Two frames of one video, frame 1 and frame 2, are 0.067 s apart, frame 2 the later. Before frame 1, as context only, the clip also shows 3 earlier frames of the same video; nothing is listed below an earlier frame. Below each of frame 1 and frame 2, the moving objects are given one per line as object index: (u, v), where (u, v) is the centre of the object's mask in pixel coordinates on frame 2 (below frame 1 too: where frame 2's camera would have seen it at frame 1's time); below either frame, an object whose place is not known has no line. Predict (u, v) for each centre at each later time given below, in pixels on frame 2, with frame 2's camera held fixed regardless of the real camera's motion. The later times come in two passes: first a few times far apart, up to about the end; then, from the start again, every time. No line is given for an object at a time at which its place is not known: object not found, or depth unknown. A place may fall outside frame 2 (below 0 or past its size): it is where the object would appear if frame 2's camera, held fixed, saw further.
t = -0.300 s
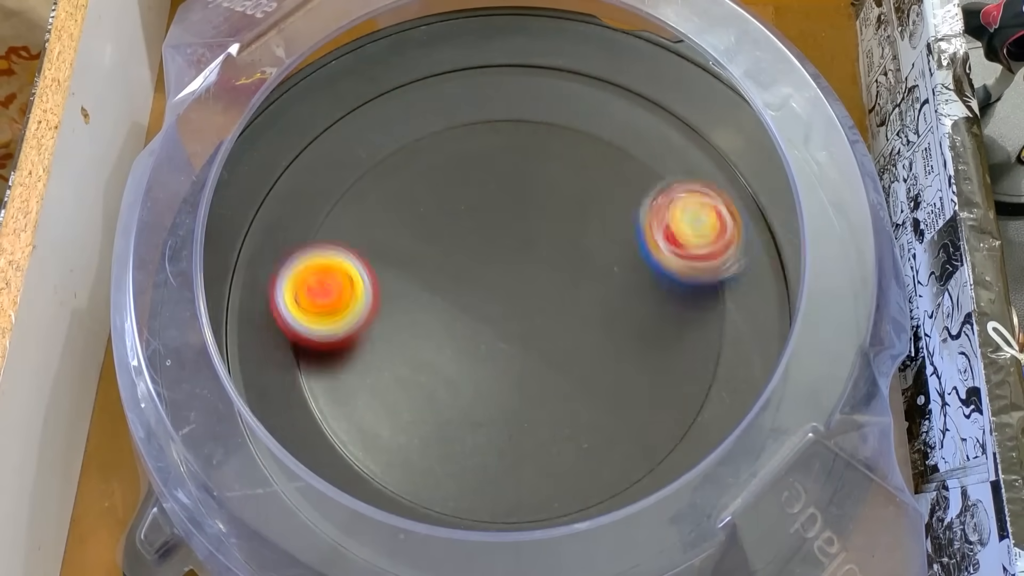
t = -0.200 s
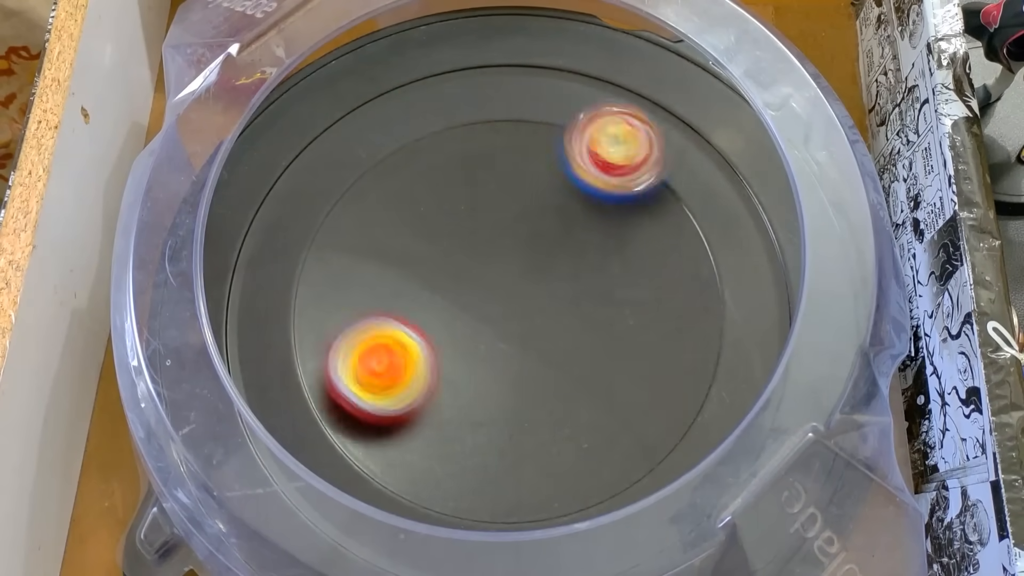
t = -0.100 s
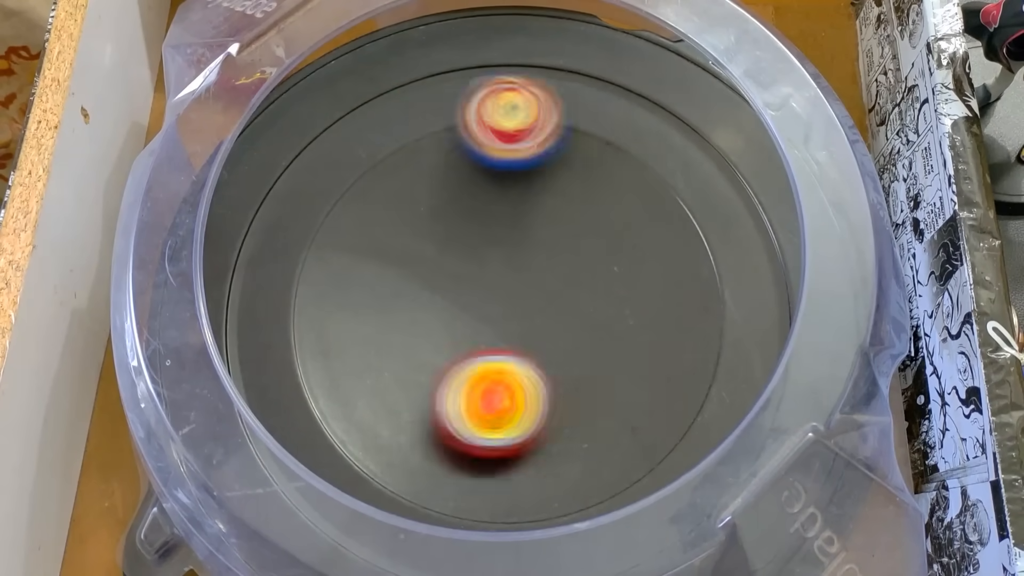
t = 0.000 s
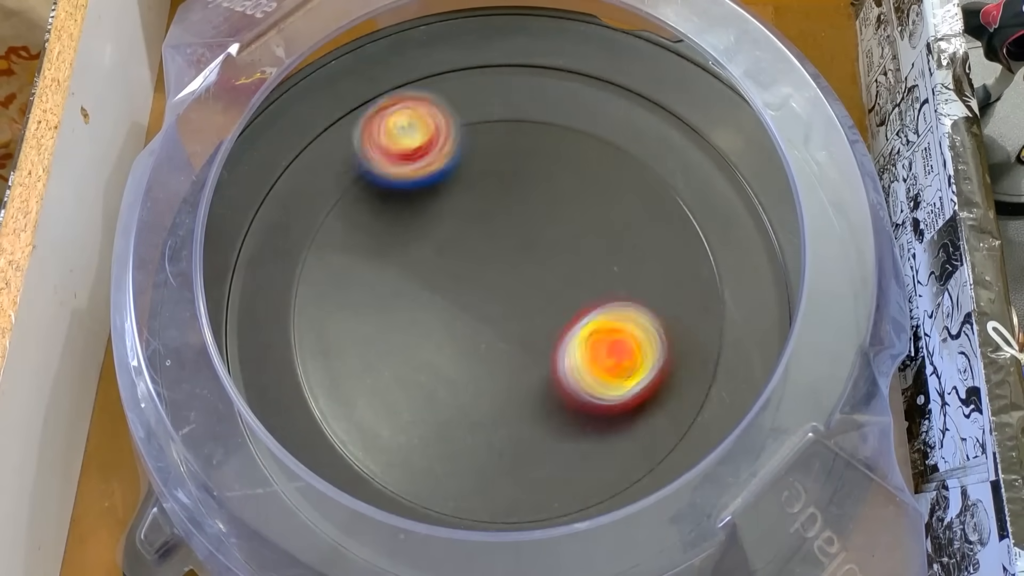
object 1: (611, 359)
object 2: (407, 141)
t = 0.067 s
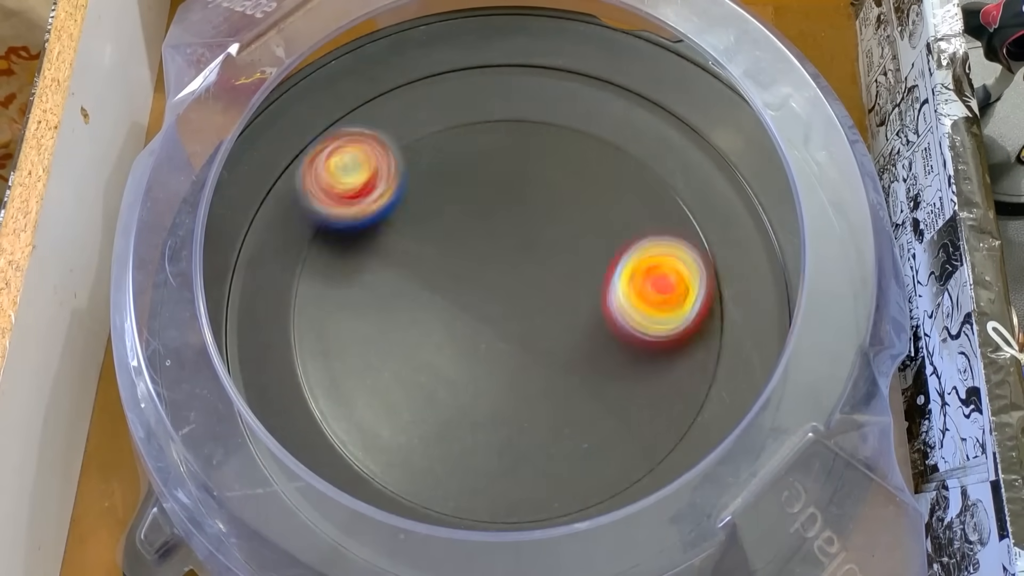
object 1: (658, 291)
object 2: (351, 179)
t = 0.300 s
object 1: (596, 100)
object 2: (319, 406)
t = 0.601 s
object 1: (576, 82)
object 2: (629, 442)
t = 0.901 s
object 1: (533, 66)
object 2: (639, 189)
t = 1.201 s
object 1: (249, 124)
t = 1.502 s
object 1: (248, 144)
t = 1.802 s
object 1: (302, 208)
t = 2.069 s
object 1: (407, 351)
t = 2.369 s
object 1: (574, 268)
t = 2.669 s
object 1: (576, 154)
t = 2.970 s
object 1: (543, 208)
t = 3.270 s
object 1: (561, 360)
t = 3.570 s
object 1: (412, 297)
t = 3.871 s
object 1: (306, 336)
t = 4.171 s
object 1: (430, 470)
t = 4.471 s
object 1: (582, 382)
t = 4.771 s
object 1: (581, 202)
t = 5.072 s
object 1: (470, 172)
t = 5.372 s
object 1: (352, 222)
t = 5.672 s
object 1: (298, 263)
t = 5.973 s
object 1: (389, 344)
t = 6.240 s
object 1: (364, 391)
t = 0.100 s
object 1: (667, 254)
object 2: (326, 207)
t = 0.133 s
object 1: (667, 219)
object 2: (308, 235)
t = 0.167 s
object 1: (660, 186)
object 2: (299, 269)
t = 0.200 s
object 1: (645, 156)
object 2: (294, 302)
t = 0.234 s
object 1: (625, 133)
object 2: (295, 341)
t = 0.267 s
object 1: (609, 114)
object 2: (302, 375)
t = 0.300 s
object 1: (596, 100)
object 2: (319, 406)
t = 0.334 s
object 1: (586, 93)
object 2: (342, 434)
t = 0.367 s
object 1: (580, 89)
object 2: (373, 457)
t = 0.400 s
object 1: (577, 89)
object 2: (403, 472)
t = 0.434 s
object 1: (576, 89)
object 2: (444, 486)
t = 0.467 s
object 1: (577, 87)
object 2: (481, 489)
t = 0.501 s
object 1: (577, 85)
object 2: (523, 488)
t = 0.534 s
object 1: (577, 83)
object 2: (559, 479)
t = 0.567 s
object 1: (577, 82)
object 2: (599, 464)
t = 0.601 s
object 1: (576, 82)
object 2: (629, 442)
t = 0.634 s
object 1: (576, 82)
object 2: (658, 416)
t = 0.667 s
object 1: (574, 82)
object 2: (675, 382)
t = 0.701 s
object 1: (574, 83)
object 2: (686, 345)
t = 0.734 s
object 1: (572, 85)
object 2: (691, 309)
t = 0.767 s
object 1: (571, 88)
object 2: (688, 271)
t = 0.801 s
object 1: (569, 91)
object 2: (678, 238)
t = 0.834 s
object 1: (566, 95)
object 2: (663, 205)
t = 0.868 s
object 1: (563, 100)
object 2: (641, 178)
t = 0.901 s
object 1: (533, 66)
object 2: (639, 189)
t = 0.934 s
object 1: (491, 31)
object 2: (648, 224)
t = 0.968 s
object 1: (442, 36)
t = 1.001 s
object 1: (402, 56)
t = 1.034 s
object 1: (367, 67)
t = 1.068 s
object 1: (335, 85)
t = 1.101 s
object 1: (310, 99)
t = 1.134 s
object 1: (290, 111)
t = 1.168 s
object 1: (267, 118)
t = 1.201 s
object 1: (249, 124)
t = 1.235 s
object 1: (237, 129)
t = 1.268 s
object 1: (240, 129)
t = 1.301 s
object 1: (238, 129)
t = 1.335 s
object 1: (237, 130)
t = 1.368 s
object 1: (238, 129)
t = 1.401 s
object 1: (239, 132)
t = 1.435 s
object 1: (242, 135)
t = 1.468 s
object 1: (245, 139)
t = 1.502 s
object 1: (248, 144)
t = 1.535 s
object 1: (259, 154)
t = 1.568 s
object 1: (261, 159)
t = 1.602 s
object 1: (263, 163)
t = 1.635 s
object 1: (266, 167)
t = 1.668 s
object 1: (270, 174)
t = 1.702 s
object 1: (277, 185)
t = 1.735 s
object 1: (284, 193)
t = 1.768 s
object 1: (293, 201)
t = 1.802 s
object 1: (302, 208)
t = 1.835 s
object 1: (312, 217)
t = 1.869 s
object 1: (323, 231)
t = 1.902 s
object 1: (335, 249)
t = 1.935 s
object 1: (346, 270)
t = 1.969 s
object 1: (359, 294)
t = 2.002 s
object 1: (374, 319)
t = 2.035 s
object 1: (394, 344)
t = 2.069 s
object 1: (407, 351)
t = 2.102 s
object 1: (412, 345)
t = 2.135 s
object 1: (424, 341)
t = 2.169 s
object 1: (444, 337)
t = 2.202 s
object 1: (469, 336)
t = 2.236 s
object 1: (500, 335)
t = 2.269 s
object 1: (533, 329)
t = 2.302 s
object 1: (563, 318)
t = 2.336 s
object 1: (579, 295)
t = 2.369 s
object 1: (574, 268)
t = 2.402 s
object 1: (568, 243)
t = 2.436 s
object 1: (564, 222)
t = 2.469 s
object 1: (562, 205)
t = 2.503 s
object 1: (563, 192)
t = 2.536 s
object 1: (567, 181)
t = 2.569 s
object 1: (571, 172)
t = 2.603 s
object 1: (574, 164)
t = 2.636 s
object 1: (576, 158)
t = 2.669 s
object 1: (576, 154)
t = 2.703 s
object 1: (575, 150)
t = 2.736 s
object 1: (573, 148)
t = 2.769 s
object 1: (570, 148)
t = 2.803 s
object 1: (567, 150)
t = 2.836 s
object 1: (563, 157)
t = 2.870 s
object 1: (557, 166)
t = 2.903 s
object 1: (552, 177)
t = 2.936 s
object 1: (547, 192)
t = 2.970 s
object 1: (543, 208)
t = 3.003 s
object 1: (539, 224)
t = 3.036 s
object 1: (535, 242)
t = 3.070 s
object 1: (533, 261)
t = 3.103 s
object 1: (532, 280)
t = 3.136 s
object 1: (534, 298)
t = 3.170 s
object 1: (538, 317)
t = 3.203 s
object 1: (545, 333)
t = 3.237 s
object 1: (552, 347)
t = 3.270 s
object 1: (561, 360)
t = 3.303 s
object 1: (570, 370)
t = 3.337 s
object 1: (580, 380)
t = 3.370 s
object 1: (590, 388)
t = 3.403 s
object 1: (598, 395)
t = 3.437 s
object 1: (575, 385)
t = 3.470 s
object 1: (528, 364)
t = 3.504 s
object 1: (483, 340)
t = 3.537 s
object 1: (446, 318)
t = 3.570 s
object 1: (412, 297)
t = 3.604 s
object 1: (381, 281)
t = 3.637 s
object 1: (354, 271)
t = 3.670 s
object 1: (332, 266)
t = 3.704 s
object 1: (314, 268)
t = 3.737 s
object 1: (304, 273)
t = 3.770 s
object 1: (299, 282)
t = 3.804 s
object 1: (298, 298)
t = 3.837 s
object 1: (301, 316)
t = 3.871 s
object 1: (306, 336)
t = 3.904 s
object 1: (311, 355)
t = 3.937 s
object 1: (318, 375)
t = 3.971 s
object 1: (328, 394)
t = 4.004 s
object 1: (339, 413)
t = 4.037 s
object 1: (353, 429)
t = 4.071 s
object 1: (371, 443)
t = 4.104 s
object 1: (390, 455)
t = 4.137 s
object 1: (409, 463)
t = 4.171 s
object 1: (430, 470)
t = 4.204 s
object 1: (451, 474)
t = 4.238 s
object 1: (474, 476)
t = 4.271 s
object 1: (489, 469)
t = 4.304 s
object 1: (506, 457)
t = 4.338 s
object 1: (523, 443)
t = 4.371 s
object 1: (538, 430)
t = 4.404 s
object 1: (554, 416)
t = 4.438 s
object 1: (570, 400)
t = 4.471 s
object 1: (582, 382)
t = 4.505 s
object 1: (593, 362)
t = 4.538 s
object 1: (601, 340)
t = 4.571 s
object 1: (606, 318)
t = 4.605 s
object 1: (608, 296)
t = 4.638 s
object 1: (607, 275)
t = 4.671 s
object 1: (603, 254)
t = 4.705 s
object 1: (597, 234)
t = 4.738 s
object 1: (590, 218)
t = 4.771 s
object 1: (581, 202)
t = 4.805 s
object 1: (569, 189)
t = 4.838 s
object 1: (558, 179)
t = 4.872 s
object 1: (546, 171)
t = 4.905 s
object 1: (532, 164)
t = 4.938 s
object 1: (520, 162)
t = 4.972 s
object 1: (507, 160)
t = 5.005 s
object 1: (494, 162)
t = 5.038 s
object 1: (482, 166)
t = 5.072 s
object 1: (470, 172)
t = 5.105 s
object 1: (458, 181)
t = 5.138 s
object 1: (448, 191)
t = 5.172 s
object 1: (437, 197)
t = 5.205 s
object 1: (422, 200)
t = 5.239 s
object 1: (411, 208)
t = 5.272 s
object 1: (403, 217)
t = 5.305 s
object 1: (396, 227)
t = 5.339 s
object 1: (377, 228)
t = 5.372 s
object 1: (352, 222)
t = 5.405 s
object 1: (333, 221)
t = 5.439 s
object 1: (320, 226)
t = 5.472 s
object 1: (311, 232)
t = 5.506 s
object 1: (304, 240)
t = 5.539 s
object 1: (300, 247)
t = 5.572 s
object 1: (298, 250)
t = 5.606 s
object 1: (296, 254)
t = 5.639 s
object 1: (297, 258)
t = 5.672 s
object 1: (298, 263)
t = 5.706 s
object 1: (304, 274)
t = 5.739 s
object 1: (312, 282)
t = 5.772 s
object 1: (320, 291)
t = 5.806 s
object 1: (332, 301)
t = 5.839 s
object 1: (345, 310)
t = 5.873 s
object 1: (359, 320)
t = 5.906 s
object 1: (377, 330)
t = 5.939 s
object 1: (394, 338)
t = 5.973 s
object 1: (389, 344)
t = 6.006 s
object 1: (387, 350)
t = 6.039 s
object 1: (389, 358)
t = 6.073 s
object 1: (394, 366)
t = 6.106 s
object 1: (400, 371)
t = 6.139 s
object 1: (389, 378)
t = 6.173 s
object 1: (372, 383)
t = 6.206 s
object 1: (364, 387)
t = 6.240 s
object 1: (364, 391)
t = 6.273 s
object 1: (366, 394)
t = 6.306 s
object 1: (371, 396)
